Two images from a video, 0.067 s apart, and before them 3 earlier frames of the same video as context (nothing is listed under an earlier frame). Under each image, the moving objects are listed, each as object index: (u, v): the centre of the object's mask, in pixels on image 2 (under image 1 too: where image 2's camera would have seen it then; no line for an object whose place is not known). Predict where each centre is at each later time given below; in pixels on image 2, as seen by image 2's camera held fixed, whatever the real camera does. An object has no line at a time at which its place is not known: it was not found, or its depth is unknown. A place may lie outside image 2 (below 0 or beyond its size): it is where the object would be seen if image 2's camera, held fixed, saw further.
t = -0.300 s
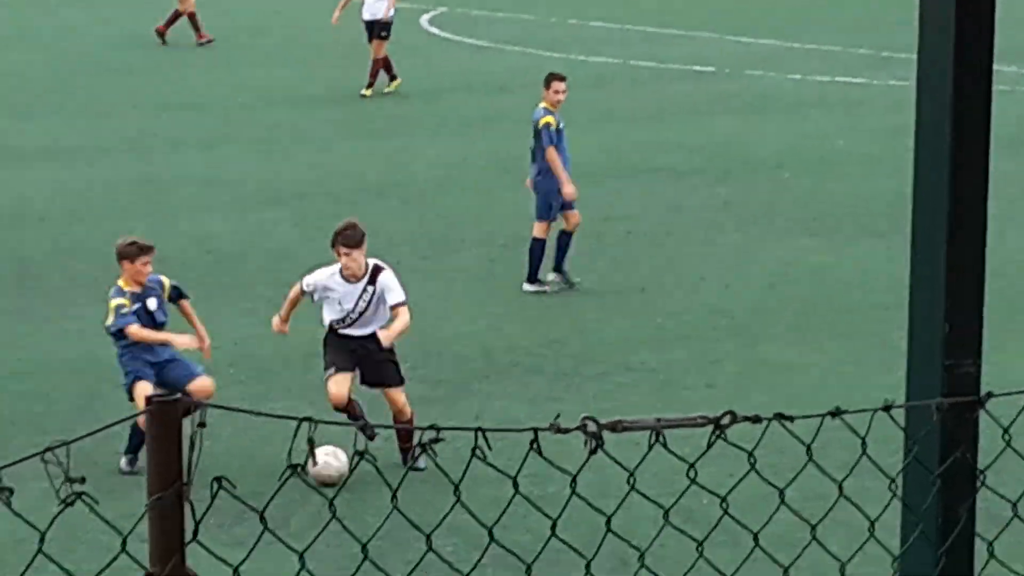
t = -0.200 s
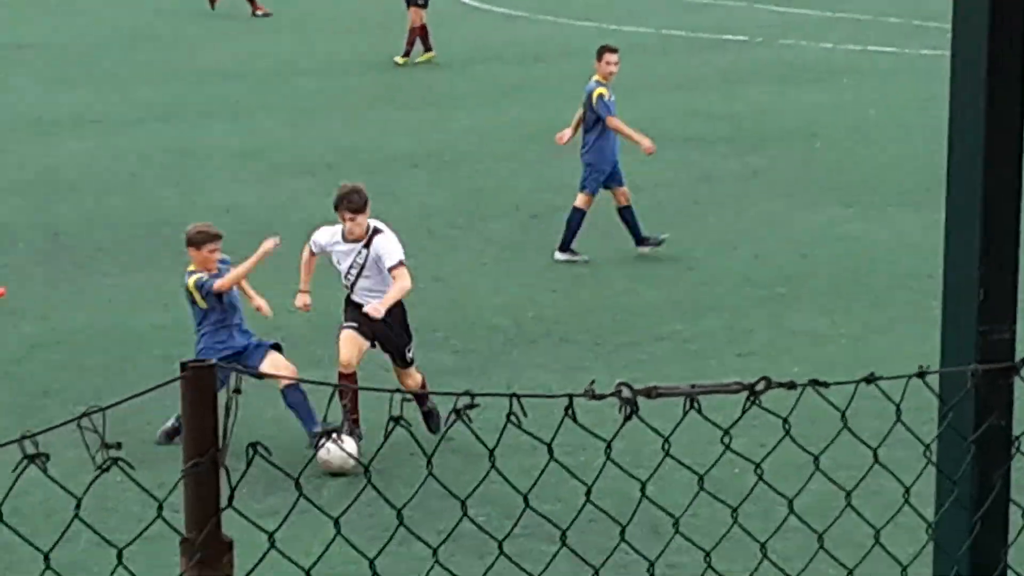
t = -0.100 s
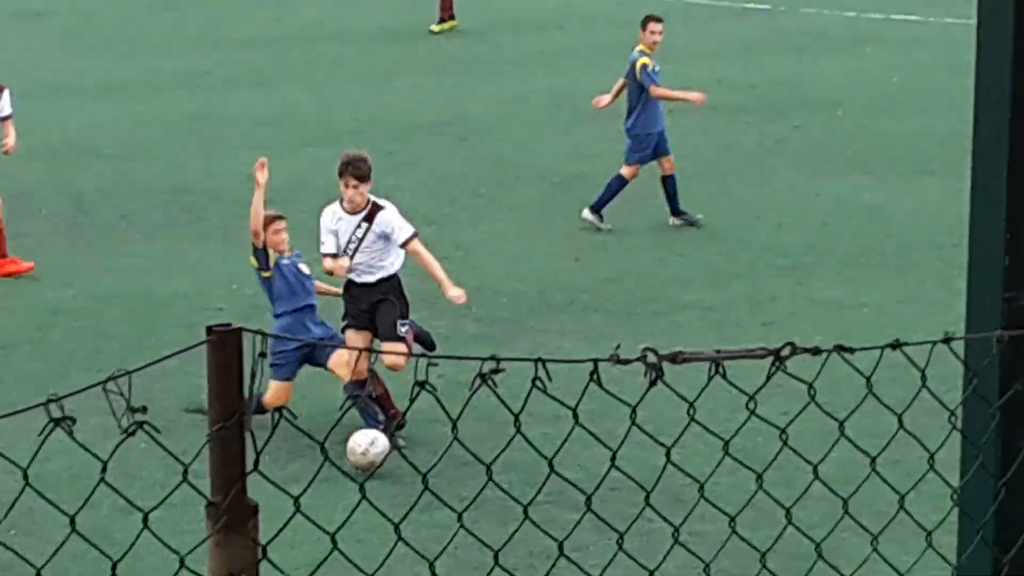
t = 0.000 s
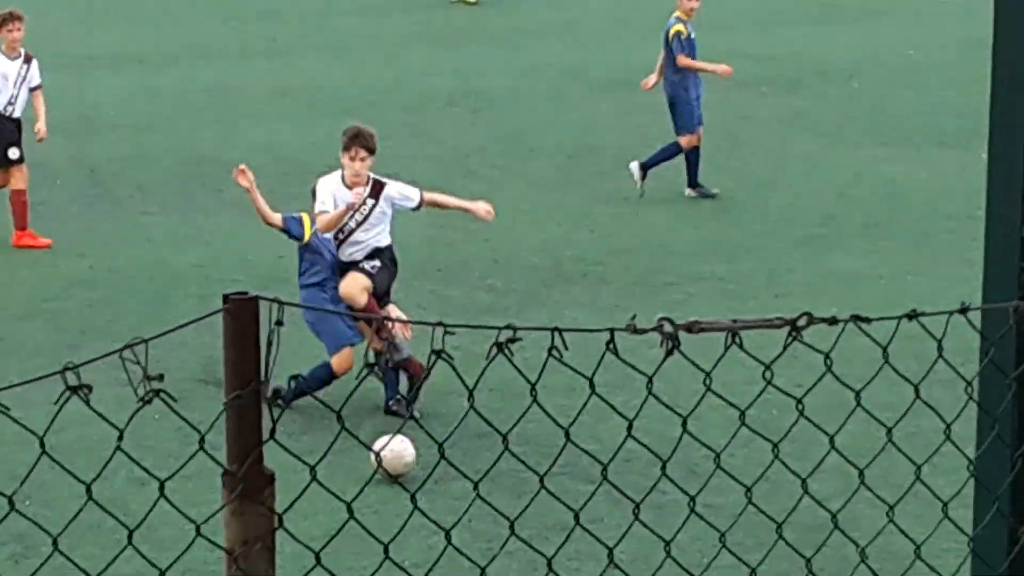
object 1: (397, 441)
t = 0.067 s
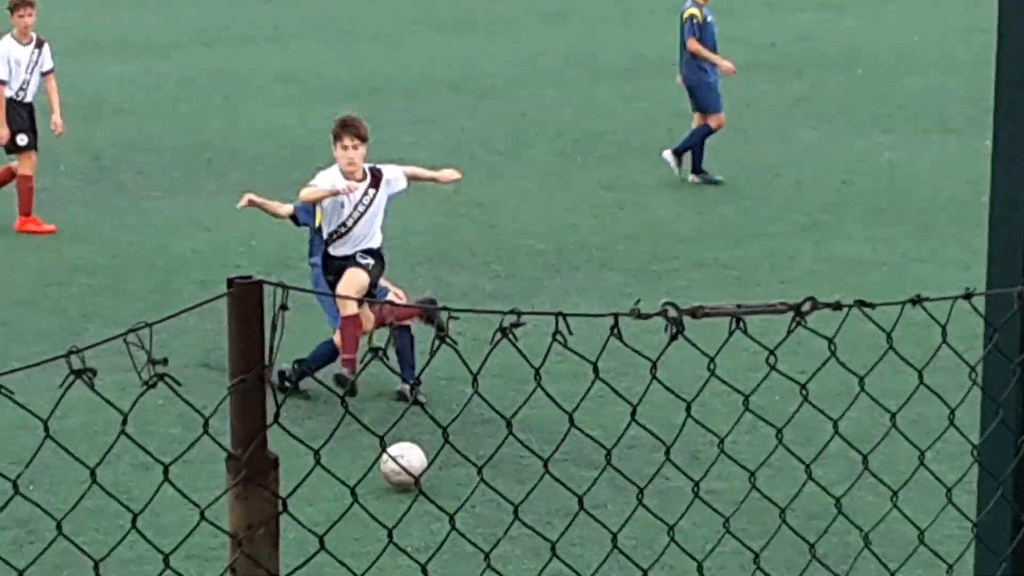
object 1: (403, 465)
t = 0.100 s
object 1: (408, 481)
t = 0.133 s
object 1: (412, 486)
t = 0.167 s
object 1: (417, 495)
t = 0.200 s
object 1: (422, 505)
